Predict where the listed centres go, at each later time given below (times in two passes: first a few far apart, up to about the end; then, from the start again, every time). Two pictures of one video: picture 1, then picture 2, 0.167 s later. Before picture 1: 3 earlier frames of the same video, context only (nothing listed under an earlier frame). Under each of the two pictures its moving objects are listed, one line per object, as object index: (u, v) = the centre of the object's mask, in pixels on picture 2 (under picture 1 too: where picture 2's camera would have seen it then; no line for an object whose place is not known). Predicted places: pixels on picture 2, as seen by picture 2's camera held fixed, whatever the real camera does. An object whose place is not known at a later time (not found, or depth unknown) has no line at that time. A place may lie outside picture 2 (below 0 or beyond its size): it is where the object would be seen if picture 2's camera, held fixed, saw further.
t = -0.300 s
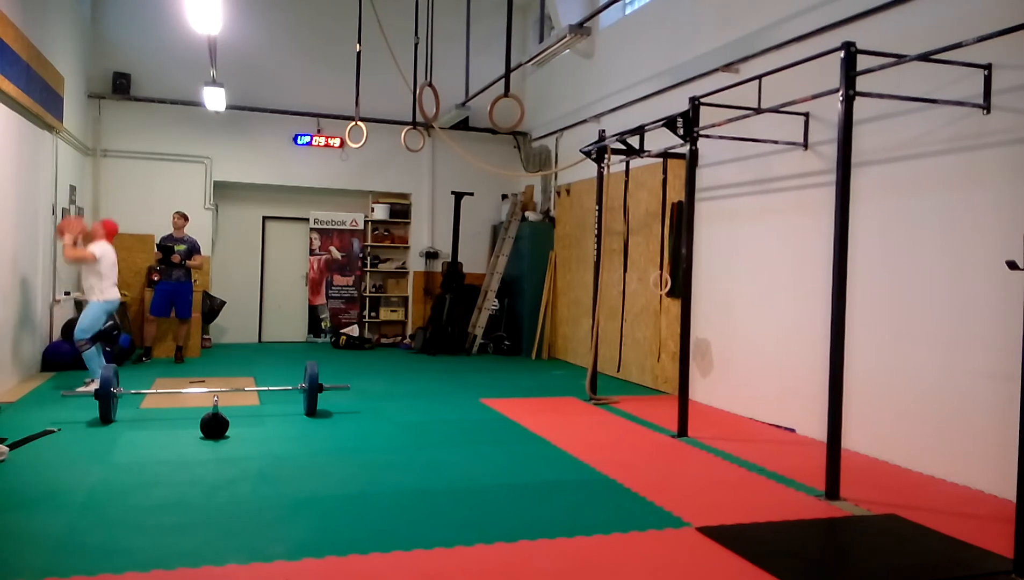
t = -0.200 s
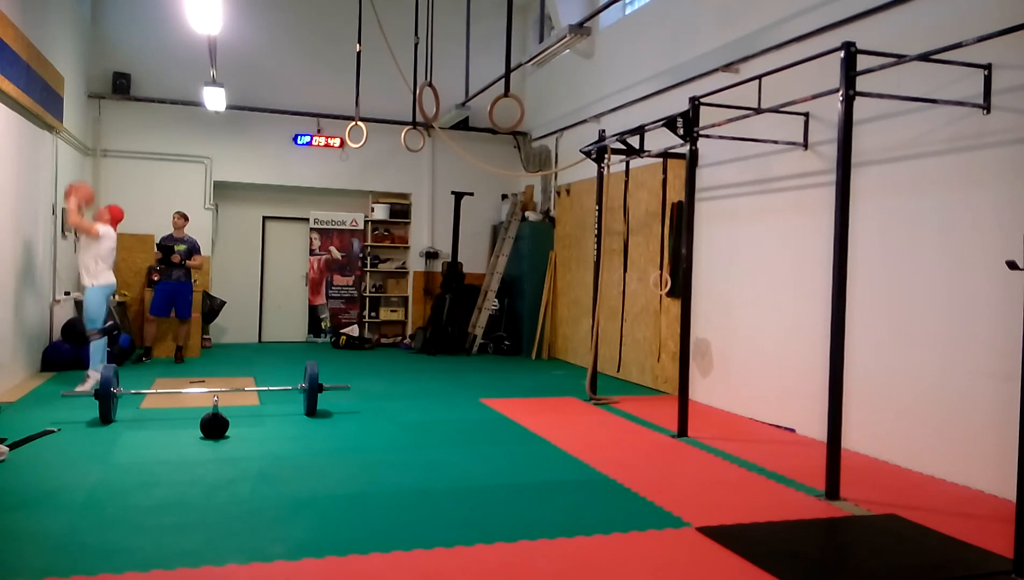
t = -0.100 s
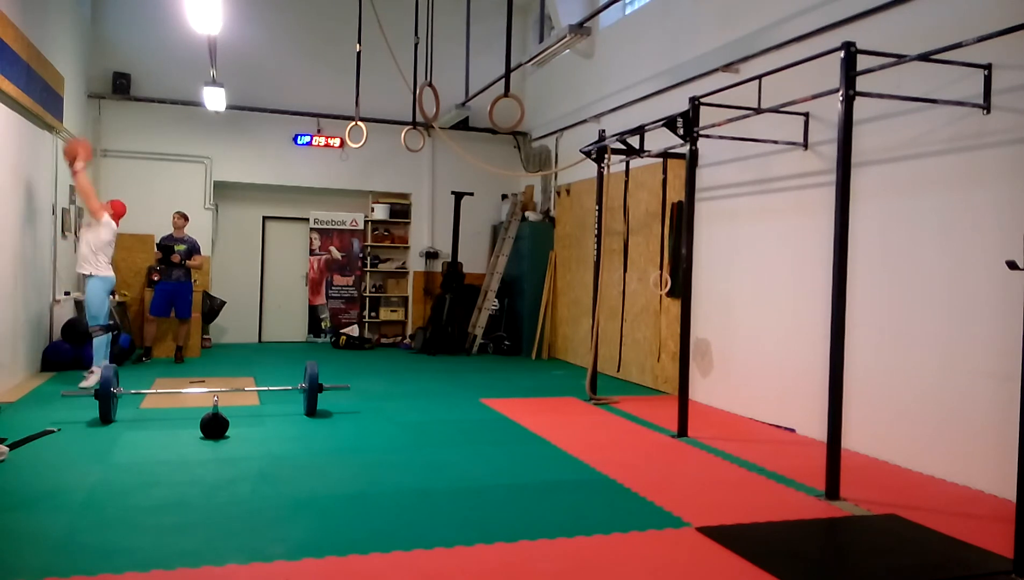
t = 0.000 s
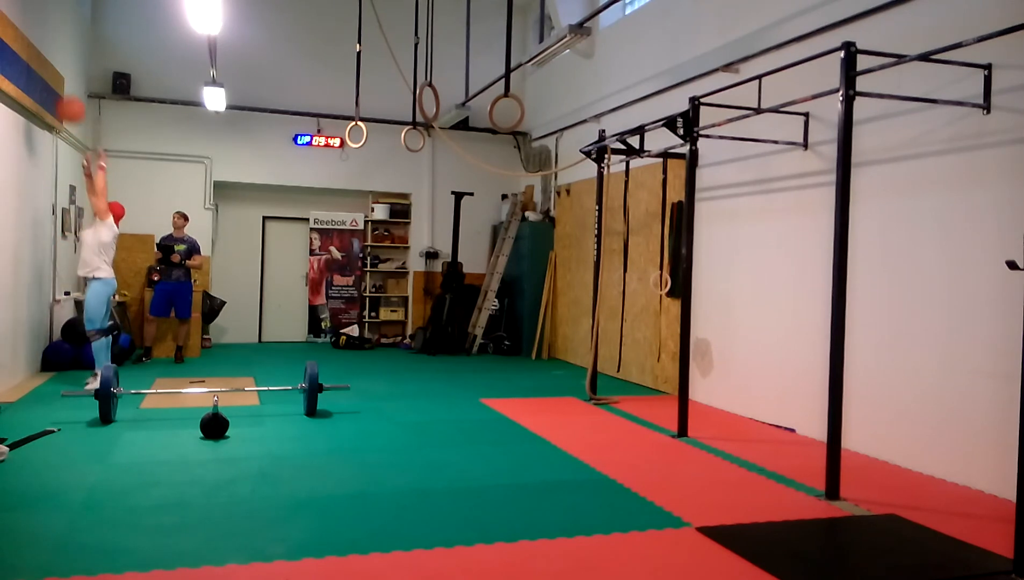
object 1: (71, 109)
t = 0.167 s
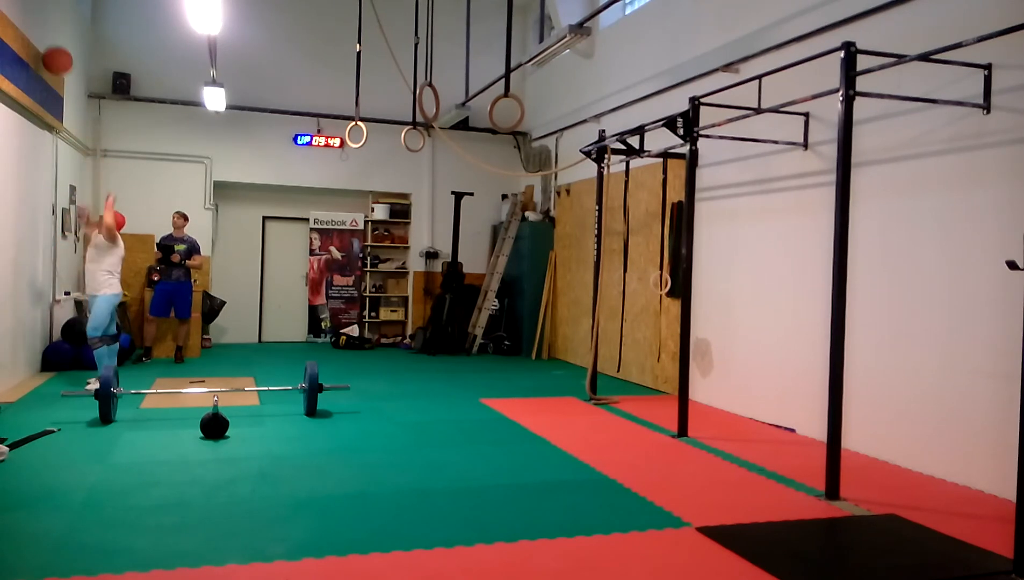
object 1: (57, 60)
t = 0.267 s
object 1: (49, 44)
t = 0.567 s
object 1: (59, 67)
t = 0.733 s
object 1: (65, 120)
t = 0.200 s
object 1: (54, 54)
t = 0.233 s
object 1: (52, 48)
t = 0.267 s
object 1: (49, 44)
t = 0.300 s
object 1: (48, 42)
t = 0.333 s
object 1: (50, 41)
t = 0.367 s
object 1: (51, 41)
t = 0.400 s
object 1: (53, 43)
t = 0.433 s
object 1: (54, 45)
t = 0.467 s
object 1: (55, 49)
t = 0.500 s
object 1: (57, 54)
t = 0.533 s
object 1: (58, 60)
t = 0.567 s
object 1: (59, 67)
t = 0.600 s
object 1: (60, 75)
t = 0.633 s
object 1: (62, 85)
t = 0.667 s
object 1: (63, 96)
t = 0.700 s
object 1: (64, 107)
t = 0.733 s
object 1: (65, 120)
